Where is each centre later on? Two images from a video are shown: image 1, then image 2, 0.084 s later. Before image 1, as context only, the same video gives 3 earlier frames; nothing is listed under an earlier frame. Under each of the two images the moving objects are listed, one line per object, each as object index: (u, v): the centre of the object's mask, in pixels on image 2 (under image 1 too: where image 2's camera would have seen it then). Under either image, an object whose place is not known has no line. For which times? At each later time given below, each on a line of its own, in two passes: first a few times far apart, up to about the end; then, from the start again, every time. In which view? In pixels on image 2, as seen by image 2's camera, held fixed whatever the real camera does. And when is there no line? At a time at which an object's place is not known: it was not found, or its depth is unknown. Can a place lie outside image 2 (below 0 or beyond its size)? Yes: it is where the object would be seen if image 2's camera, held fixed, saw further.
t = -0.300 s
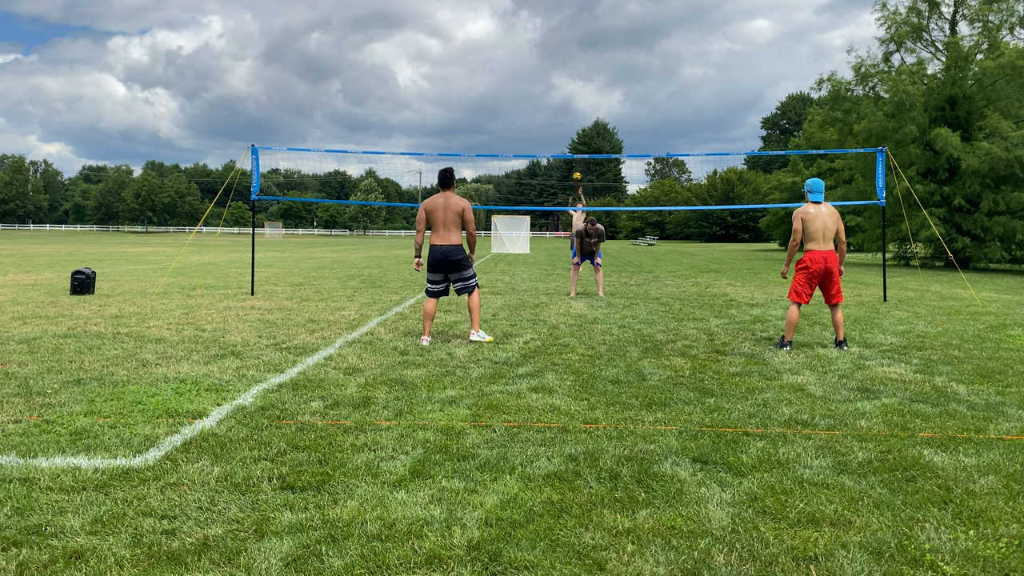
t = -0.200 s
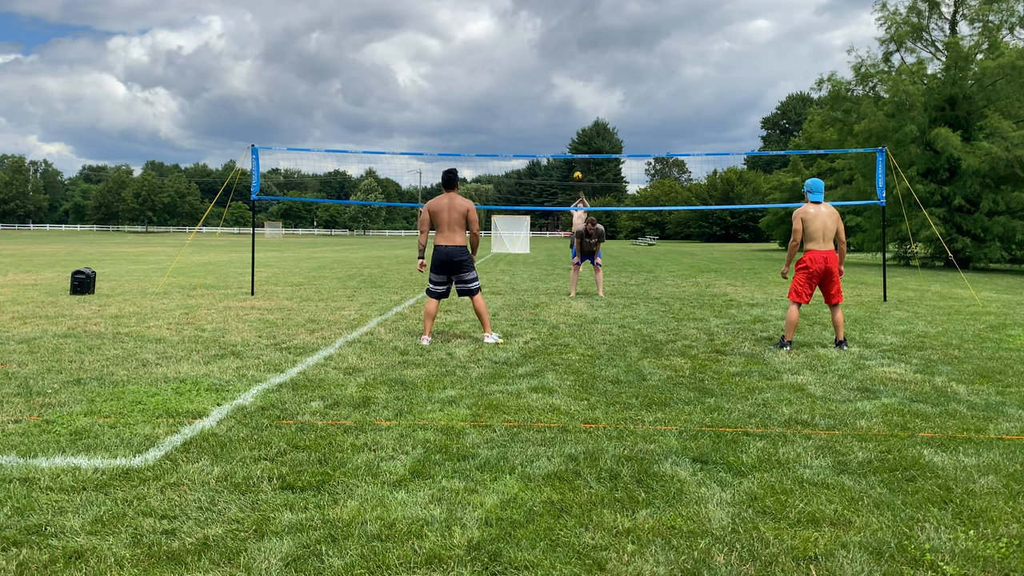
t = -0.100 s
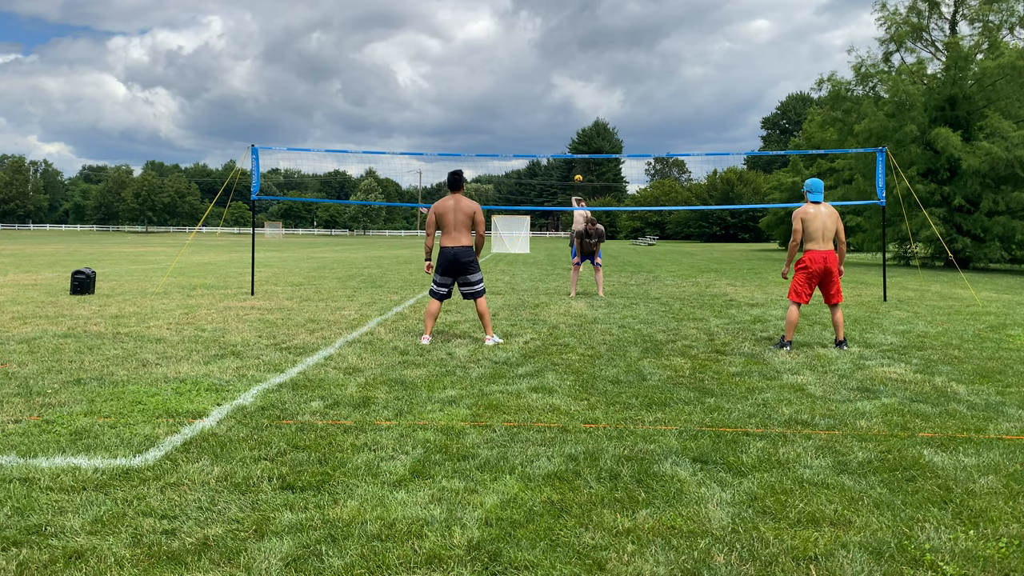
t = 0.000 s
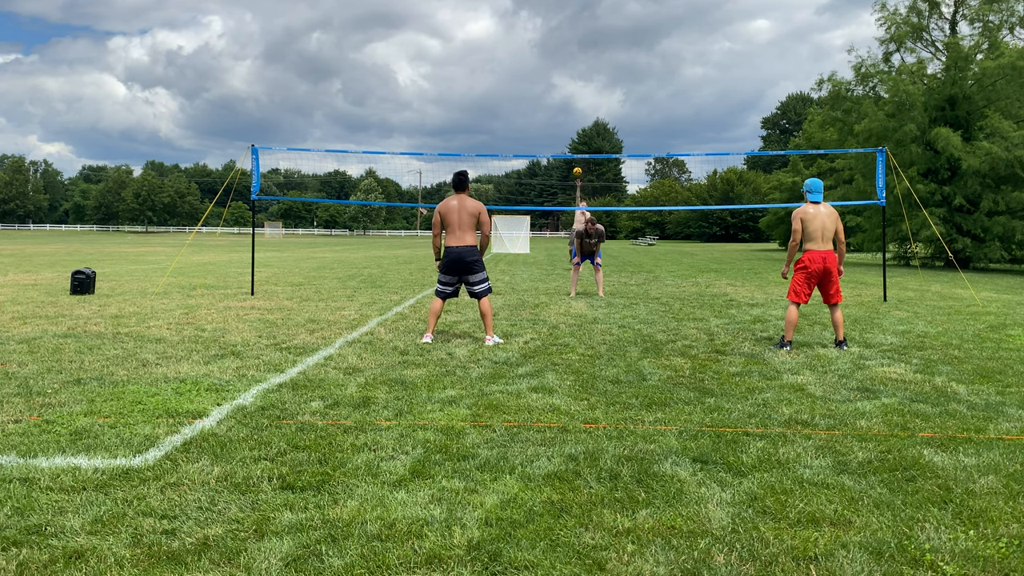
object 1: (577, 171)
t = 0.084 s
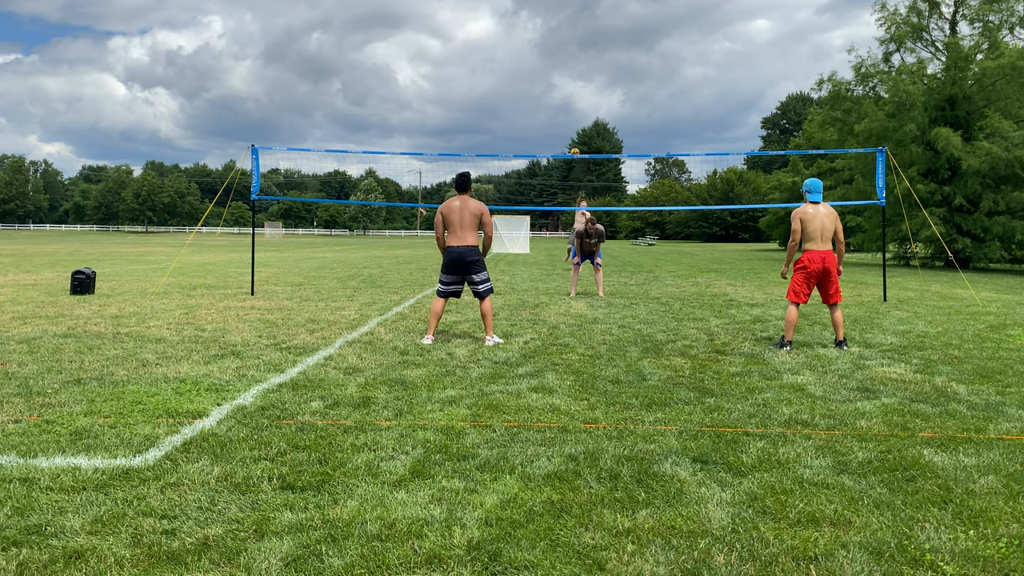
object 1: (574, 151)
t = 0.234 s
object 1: (568, 119)
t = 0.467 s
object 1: (554, 80)
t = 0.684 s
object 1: (539, 64)
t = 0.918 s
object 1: (519, 77)
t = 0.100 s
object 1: (574, 148)
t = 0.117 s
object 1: (573, 145)
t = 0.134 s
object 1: (573, 140)
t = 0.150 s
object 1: (572, 137)
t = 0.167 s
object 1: (571, 133)
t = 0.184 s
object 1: (570, 129)
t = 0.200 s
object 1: (570, 126)
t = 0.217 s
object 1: (569, 122)
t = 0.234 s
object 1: (568, 119)
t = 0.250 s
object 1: (567, 115)
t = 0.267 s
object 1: (566, 112)
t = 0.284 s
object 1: (565, 109)
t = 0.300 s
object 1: (564, 106)
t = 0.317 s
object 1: (563, 103)
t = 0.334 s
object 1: (562, 100)
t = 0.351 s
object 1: (561, 97)
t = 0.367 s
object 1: (560, 94)
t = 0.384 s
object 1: (559, 91)
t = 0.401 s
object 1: (558, 89)
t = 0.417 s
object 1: (557, 86)
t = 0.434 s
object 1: (556, 84)
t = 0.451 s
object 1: (555, 82)
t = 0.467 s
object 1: (554, 80)
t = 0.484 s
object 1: (553, 78)
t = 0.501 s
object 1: (552, 76)
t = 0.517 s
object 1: (550, 74)
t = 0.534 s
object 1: (549, 72)
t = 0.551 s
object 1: (548, 71)
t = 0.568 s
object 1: (547, 70)
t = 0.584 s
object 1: (546, 68)
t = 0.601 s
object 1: (545, 68)
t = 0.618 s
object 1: (544, 67)
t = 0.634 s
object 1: (542, 66)
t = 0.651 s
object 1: (541, 65)
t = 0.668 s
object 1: (540, 65)
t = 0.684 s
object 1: (539, 64)
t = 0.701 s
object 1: (538, 64)
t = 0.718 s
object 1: (536, 64)
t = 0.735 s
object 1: (535, 64)
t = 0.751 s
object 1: (534, 64)
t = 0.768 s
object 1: (532, 65)
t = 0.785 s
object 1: (531, 65)
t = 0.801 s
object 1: (530, 66)
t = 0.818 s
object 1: (528, 67)
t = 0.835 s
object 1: (527, 68)
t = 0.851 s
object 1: (525, 69)
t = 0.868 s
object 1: (524, 71)
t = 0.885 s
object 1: (522, 73)
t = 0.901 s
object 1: (521, 75)
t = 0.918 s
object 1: (519, 77)
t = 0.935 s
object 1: (517, 80)
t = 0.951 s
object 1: (515, 83)
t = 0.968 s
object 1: (514, 86)
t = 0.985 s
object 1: (512, 89)
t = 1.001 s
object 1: (510, 93)
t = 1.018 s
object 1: (508, 97)
